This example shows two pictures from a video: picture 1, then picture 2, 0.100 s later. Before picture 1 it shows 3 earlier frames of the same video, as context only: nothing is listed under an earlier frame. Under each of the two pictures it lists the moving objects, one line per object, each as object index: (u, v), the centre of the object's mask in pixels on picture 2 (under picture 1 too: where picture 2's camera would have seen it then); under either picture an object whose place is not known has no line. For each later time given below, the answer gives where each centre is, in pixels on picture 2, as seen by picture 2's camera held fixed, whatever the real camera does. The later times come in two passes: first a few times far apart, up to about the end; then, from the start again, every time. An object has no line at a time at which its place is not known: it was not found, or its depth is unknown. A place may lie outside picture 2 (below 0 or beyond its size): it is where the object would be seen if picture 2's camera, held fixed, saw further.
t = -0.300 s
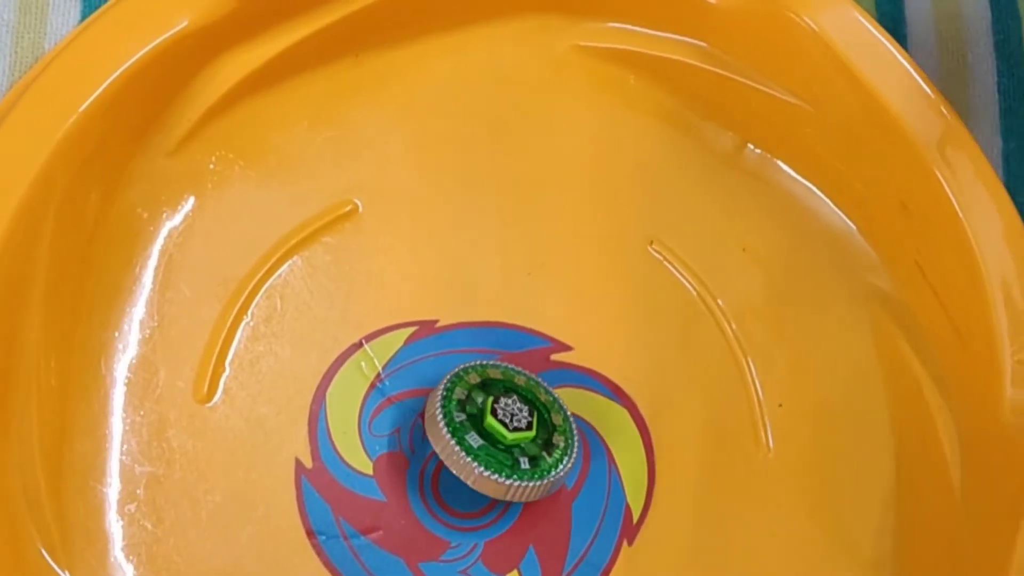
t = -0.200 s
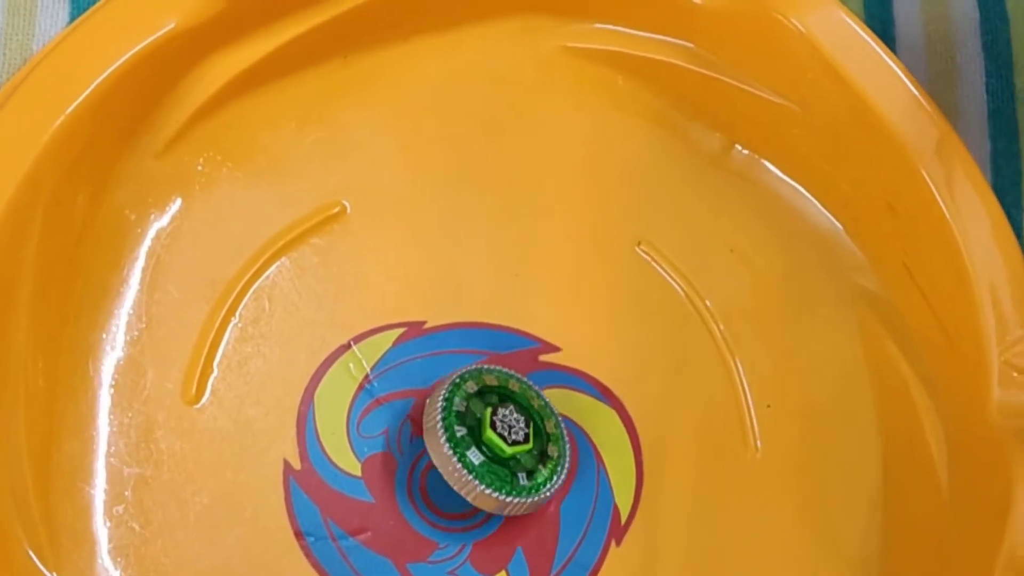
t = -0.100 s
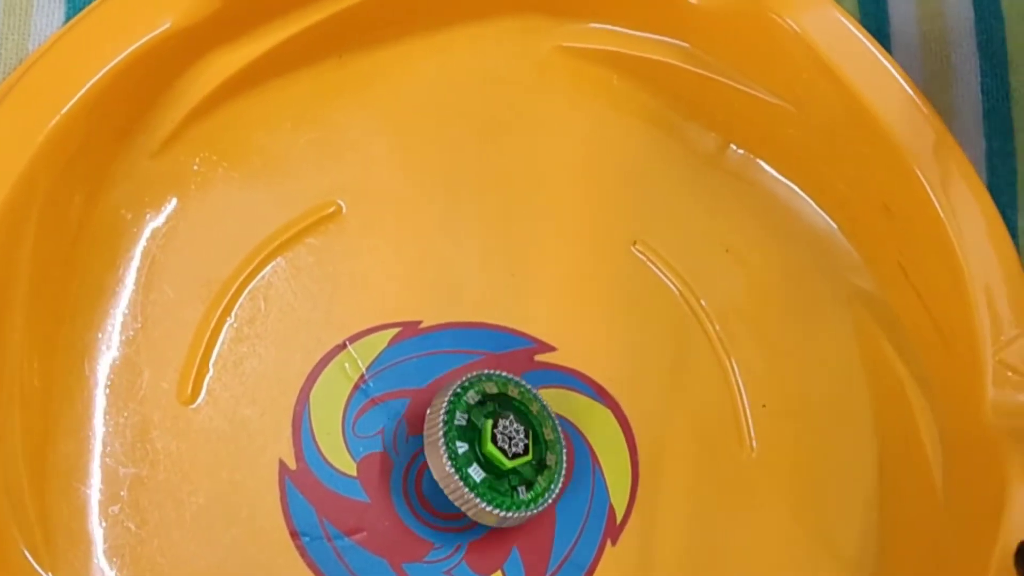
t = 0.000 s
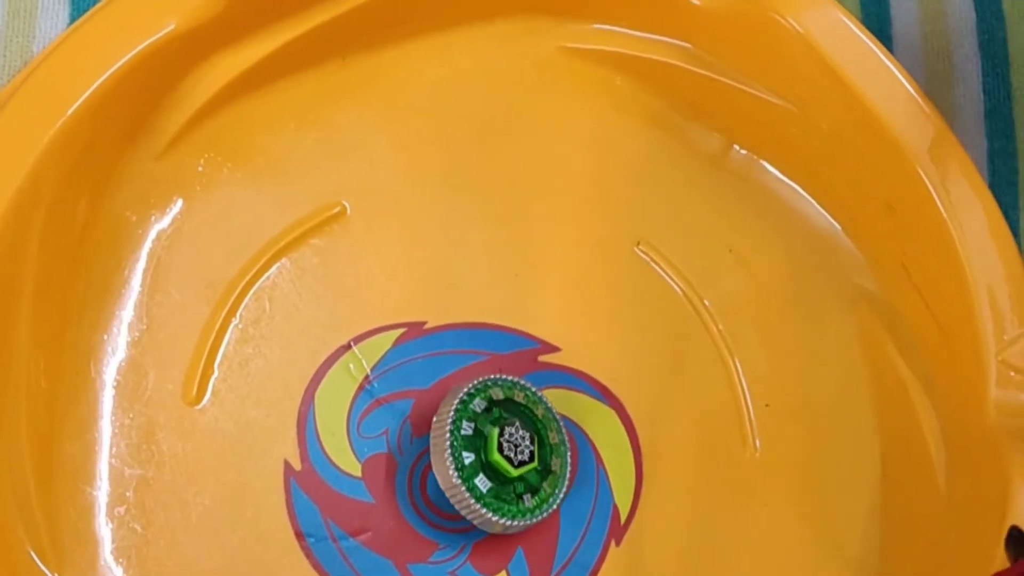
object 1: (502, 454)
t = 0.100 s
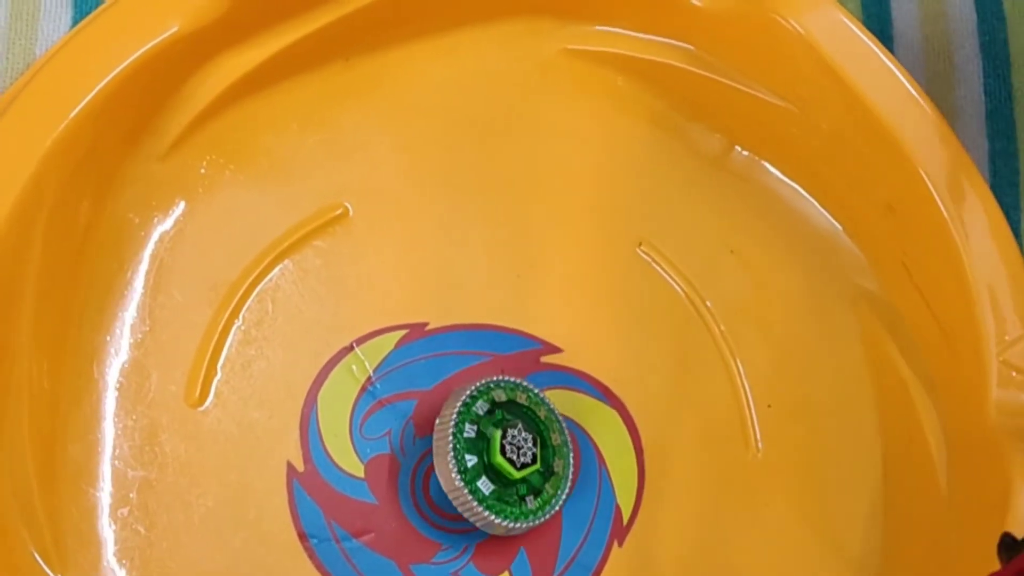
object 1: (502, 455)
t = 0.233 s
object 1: (501, 451)
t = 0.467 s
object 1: (495, 436)
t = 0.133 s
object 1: (502, 455)
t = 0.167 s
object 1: (502, 454)
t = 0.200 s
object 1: (502, 452)
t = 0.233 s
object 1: (501, 451)
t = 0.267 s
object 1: (502, 450)
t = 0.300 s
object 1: (501, 448)
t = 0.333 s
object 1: (500, 445)
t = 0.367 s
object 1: (499, 443)
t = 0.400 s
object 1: (497, 441)
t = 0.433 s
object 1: (497, 438)
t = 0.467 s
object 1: (495, 436)
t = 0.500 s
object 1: (493, 434)
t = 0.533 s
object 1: (491, 433)
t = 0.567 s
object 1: (490, 432)
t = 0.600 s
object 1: (489, 432)
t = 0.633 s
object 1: (489, 431)
